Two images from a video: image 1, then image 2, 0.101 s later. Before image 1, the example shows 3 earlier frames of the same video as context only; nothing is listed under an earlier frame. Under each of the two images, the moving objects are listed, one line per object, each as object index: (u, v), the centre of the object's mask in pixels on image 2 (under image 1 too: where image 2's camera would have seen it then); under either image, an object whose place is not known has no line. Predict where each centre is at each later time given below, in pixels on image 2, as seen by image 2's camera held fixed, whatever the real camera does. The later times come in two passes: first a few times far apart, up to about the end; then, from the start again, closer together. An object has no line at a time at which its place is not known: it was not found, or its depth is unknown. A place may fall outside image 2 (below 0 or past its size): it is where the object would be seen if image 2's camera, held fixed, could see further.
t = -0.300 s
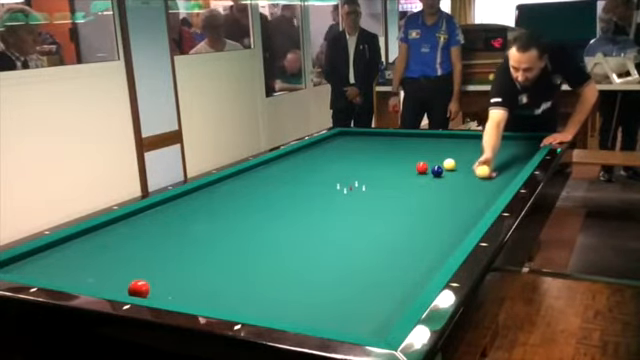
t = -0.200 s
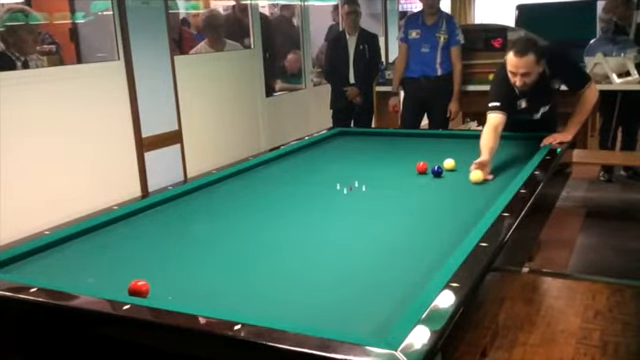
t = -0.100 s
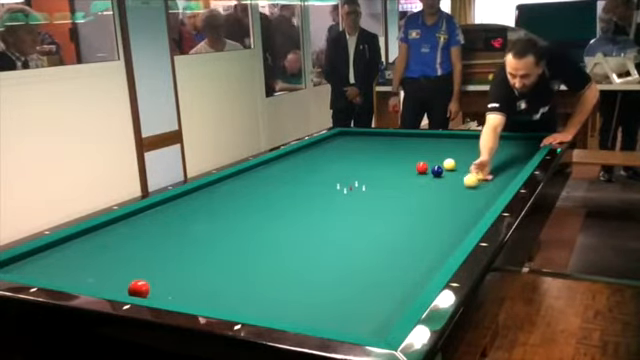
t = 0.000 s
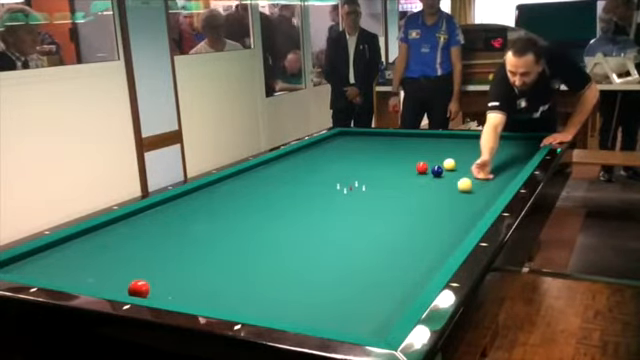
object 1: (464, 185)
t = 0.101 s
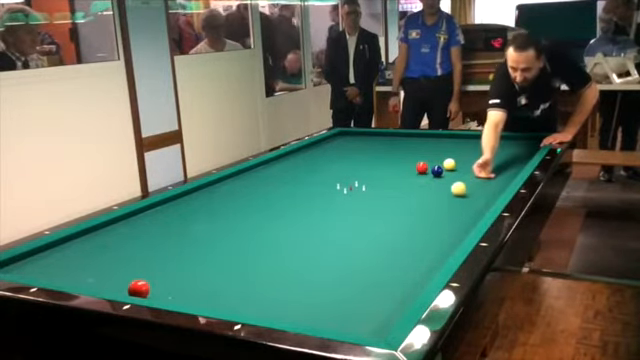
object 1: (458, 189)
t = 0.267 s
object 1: (448, 196)
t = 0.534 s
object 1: (428, 209)
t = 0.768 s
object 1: (410, 222)
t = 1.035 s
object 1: (385, 238)
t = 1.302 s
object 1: (358, 258)
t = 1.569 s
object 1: (326, 279)
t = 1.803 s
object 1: (294, 301)
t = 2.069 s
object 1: (283, 306)
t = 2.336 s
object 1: (299, 291)
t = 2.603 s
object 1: (313, 277)
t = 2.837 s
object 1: (323, 267)
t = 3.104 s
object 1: (333, 256)
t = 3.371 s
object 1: (342, 247)
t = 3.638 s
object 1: (351, 238)
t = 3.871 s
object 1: (357, 232)
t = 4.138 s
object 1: (364, 225)
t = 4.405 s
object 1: (371, 219)
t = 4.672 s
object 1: (376, 213)
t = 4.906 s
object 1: (381, 208)
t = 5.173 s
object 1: (385, 203)
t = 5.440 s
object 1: (389, 199)
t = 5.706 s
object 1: (393, 195)
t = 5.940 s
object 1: (396, 192)
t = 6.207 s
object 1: (399, 189)
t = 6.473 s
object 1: (402, 186)
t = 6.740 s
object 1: (405, 183)
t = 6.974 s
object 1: (407, 181)
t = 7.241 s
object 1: (409, 178)
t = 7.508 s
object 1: (411, 176)
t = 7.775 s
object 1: (413, 174)
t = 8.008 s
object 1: (415, 173)
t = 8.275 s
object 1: (416, 171)
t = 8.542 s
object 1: (417, 170)
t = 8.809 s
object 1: (417, 170)
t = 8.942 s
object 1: (417, 170)
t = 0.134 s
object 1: (456, 190)
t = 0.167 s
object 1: (454, 191)
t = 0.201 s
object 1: (452, 193)
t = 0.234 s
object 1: (450, 194)
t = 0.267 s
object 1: (448, 196)
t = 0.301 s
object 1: (445, 198)
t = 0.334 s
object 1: (443, 199)
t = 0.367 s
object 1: (440, 201)
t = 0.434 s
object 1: (438, 202)
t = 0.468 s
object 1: (433, 206)
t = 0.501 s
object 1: (431, 207)
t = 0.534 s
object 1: (428, 209)
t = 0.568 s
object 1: (426, 211)
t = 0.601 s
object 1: (423, 212)
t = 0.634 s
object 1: (421, 214)
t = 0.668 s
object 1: (418, 216)
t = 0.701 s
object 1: (415, 218)
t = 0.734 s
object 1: (413, 220)
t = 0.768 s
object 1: (410, 222)
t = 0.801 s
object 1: (407, 224)
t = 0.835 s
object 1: (404, 226)
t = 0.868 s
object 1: (401, 228)
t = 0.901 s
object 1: (398, 230)
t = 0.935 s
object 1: (395, 232)
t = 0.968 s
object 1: (392, 234)
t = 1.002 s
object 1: (389, 236)
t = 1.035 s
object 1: (385, 238)
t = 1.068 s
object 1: (382, 241)
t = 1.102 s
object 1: (379, 243)
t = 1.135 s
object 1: (376, 245)
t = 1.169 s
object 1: (372, 248)
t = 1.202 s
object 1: (369, 250)
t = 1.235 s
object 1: (365, 253)
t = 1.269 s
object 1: (362, 255)
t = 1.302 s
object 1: (358, 258)
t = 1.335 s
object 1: (354, 260)
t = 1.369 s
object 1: (351, 263)
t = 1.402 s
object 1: (347, 265)
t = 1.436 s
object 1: (343, 268)
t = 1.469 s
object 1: (339, 270)
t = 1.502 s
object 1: (335, 273)
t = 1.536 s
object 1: (331, 276)
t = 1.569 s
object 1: (326, 279)
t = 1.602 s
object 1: (322, 282)
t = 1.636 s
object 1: (318, 285)
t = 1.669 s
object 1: (313, 288)
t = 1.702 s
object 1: (309, 291)
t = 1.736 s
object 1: (304, 295)
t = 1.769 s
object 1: (299, 298)
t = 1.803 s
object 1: (294, 301)
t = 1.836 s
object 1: (289, 305)
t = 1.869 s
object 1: (284, 308)
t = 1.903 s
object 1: (279, 310)
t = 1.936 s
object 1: (274, 312)
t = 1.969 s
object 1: (273, 312)
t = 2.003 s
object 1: (277, 310)
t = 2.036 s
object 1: (280, 308)
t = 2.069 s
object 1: (283, 306)
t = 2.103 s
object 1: (285, 304)
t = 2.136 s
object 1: (288, 302)
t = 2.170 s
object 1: (290, 300)
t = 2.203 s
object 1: (292, 298)
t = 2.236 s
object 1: (294, 296)
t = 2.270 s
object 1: (296, 294)
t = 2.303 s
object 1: (298, 292)
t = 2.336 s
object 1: (299, 291)
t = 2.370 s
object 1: (301, 289)
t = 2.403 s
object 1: (303, 287)
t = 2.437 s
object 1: (304, 286)
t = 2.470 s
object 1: (306, 284)
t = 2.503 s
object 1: (308, 282)
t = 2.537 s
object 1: (309, 281)
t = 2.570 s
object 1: (311, 279)
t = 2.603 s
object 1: (313, 277)
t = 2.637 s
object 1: (314, 276)
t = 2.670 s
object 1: (315, 275)
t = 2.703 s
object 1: (317, 273)
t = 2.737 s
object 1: (319, 272)
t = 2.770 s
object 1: (320, 270)
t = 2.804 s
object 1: (321, 269)
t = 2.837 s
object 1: (323, 267)
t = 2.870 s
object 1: (324, 266)
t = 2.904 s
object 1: (326, 264)
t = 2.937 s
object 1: (327, 263)
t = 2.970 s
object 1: (328, 262)
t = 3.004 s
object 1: (329, 260)
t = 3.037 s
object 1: (331, 259)
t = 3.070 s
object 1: (332, 258)
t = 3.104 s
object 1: (333, 256)
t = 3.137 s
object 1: (334, 255)
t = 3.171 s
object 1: (336, 254)
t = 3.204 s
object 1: (337, 253)
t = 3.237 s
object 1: (338, 251)
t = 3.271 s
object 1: (339, 250)
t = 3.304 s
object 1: (340, 249)
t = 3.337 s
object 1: (341, 248)
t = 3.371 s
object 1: (342, 247)
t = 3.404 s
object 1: (343, 246)
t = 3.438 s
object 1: (344, 245)
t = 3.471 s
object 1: (346, 243)
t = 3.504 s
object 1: (347, 242)
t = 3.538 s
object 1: (348, 241)
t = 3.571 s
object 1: (349, 240)
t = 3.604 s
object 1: (350, 239)
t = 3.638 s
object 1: (351, 238)
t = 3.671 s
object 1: (352, 237)
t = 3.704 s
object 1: (353, 236)
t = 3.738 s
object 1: (354, 236)
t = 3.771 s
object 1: (355, 234)
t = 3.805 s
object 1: (356, 233)
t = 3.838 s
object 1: (357, 233)
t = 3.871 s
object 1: (357, 232)
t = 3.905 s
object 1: (358, 231)
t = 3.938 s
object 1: (359, 230)
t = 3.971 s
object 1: (360, 229)
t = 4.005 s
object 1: (361, 228)
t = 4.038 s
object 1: (362, 227)
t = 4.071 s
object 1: (363, 227)
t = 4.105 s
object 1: (364, 226)
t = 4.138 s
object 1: (364, 225)
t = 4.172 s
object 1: (365, 224)
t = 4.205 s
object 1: (366, 223)
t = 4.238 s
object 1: (367, 222)
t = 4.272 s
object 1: (367, 222)
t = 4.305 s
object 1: (368, 221)
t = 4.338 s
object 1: (369, 220)
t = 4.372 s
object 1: (370, 219)
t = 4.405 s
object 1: (371, 219)
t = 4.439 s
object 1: (371, 218)
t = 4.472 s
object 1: (372, 217)
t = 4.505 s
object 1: (373, 216)
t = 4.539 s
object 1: (373, 216)
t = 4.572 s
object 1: (374, 215)
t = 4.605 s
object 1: (375, 214)
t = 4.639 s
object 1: (375, 213)
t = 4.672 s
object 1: (376, 213)
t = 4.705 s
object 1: (377, 212)
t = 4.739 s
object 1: (378, 211)
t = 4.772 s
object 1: (378, 211)
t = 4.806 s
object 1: (379, 210)
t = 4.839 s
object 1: (379, 209)
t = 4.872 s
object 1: (380, 209)
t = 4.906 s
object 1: (381, 208)
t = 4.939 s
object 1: (381, 207)
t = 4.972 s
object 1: (382, 207)
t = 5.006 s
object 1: (382, 206)
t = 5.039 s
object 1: (383, 206)
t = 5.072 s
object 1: (383, 205)
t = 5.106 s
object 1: (384, 204)
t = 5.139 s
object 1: (384, 204)
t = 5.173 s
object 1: (385, 203)
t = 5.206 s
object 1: (386, 203)
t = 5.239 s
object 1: (386, 202)
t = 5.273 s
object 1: (387, 202)
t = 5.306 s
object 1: (387, 201)
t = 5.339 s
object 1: (388, 201)
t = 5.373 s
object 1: (388, 200)
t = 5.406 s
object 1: (389, 200)
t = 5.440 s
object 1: (389, 199)
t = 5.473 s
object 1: (390, 199)
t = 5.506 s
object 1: (390, 198)
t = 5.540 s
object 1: (391, 198)
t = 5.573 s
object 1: (391, 197)
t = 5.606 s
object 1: (392, 197)
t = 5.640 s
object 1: (392, 196)
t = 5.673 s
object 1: (393, 196)
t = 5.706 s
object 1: (393, 195)
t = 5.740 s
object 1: (393, 195)
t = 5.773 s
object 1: (394, 194)
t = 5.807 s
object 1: (394, 194)
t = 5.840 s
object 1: (395, 193)
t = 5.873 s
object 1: (395, 193)
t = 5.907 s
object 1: (395, 193)
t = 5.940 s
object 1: (396, 192)
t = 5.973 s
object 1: (396, 192)
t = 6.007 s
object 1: (397, 191)
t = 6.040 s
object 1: (397, 191)
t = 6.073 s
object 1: (398, 190)
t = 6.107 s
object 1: (398, 190)
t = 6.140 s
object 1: (398, 190)
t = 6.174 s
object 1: (399, 189)
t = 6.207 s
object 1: (399, 189)
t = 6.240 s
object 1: (399, 188)
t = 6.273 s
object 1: (400, 188)
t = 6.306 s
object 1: (400, 188)
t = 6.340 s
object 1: (400, 187)
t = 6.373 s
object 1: (401, 187)
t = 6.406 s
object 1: (401, 187)
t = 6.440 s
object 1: (402, 186)
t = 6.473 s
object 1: (402, 186)
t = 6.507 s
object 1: (402, 185)
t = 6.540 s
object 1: (403, 185)
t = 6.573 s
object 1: (403, 184)
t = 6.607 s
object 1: (404, 184)
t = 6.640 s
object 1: (404, 184)
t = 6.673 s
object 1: (404, 184)
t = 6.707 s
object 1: (404, 183)
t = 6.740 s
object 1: (405, 183)
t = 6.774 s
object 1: (405, 183)
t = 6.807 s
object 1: (405, 182)
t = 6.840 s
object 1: (406, 182)
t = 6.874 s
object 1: (406, 182)
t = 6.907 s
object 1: (406, 181)
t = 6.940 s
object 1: (407, 181)
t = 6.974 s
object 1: (407, 181)
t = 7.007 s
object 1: (407, 180)
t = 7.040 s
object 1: (407, 180)
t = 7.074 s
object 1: (408, 180)
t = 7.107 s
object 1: (408, 179)
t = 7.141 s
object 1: (408, 179)
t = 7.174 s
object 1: (409, 179)
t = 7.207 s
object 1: (409, 179)
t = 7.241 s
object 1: (409, 178)
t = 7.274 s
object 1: (409, 178)
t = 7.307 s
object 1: (410, 178)
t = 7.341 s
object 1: (410, 177)
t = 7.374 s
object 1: (410, 177)
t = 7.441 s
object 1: (411, 176)
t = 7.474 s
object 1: (411, 176)
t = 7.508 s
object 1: (411, 176)
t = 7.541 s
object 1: (412, 176)
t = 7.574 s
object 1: (412, 175)
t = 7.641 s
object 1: (412, 175)
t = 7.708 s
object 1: (413, 175)
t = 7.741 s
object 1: (413, 175)
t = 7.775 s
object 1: (413, 174)
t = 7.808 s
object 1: (413, 174)
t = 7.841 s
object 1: (413, 174)
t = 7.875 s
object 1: (414, 174)
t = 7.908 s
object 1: (414, 173)
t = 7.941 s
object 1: (414, 173)
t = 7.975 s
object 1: (415, 173)
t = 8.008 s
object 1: (415, 173)
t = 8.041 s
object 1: (415, 172)
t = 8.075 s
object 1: (415, 173)
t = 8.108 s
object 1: (415, 172)
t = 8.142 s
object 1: (416, 172)
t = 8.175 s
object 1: (416, 172)
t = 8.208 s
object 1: (416, 172)
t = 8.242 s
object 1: (416, 172)
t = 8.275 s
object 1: (416, 171)
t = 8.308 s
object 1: (417, 171)
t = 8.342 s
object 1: (417, 171)
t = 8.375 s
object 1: (417, 171)
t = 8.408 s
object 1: (417, 171)
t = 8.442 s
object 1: (417, 170)
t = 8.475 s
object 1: (417, 170)
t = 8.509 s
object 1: (417, 170)
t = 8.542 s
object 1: (417, 170)
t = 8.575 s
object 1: (417, 170)
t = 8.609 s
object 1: (417, 170)
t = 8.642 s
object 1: (417, 170)
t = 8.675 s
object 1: (417, 170)
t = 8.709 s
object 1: (417, 170)
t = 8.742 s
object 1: (417, 170)
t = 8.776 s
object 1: (417, 170)
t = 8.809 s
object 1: (417, 170)
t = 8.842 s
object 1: (417, 170)
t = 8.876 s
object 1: (417, 170)
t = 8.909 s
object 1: (417, 170)
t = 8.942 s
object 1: (417, 170)
